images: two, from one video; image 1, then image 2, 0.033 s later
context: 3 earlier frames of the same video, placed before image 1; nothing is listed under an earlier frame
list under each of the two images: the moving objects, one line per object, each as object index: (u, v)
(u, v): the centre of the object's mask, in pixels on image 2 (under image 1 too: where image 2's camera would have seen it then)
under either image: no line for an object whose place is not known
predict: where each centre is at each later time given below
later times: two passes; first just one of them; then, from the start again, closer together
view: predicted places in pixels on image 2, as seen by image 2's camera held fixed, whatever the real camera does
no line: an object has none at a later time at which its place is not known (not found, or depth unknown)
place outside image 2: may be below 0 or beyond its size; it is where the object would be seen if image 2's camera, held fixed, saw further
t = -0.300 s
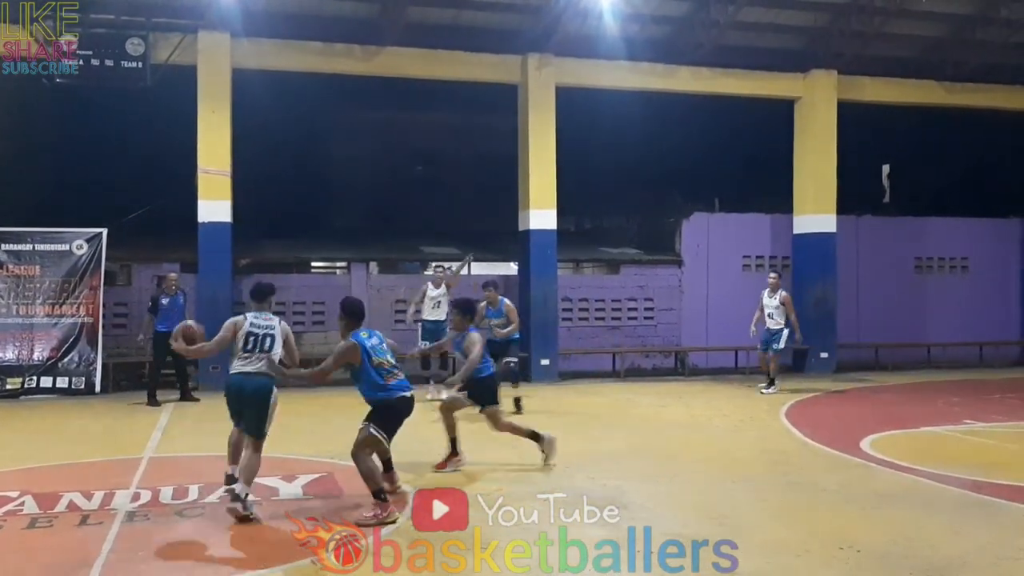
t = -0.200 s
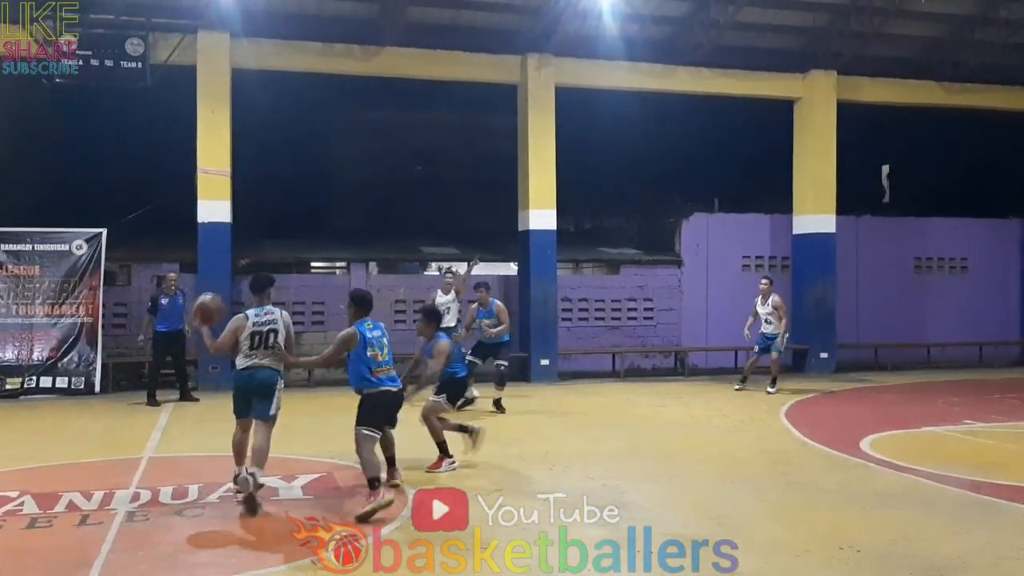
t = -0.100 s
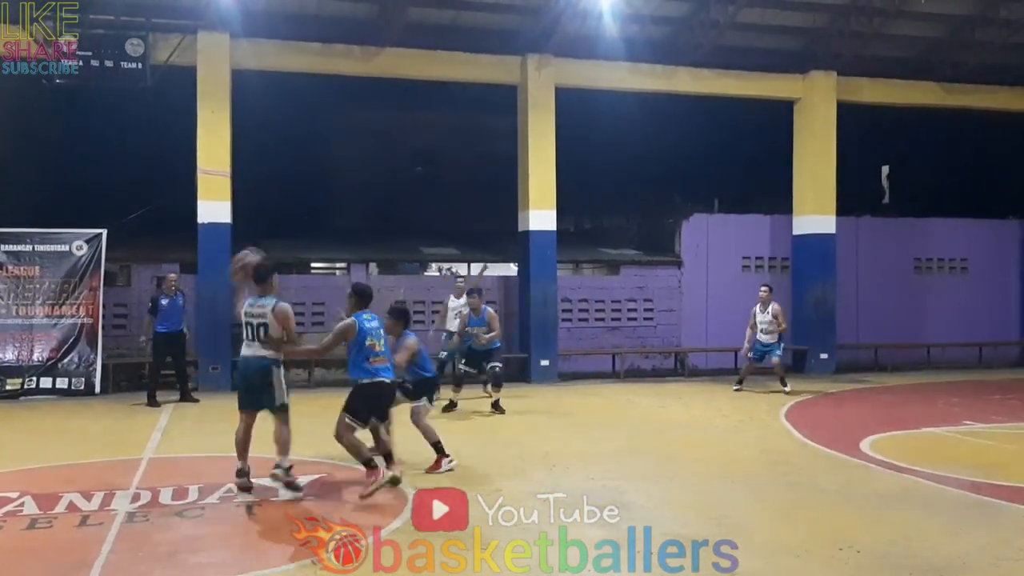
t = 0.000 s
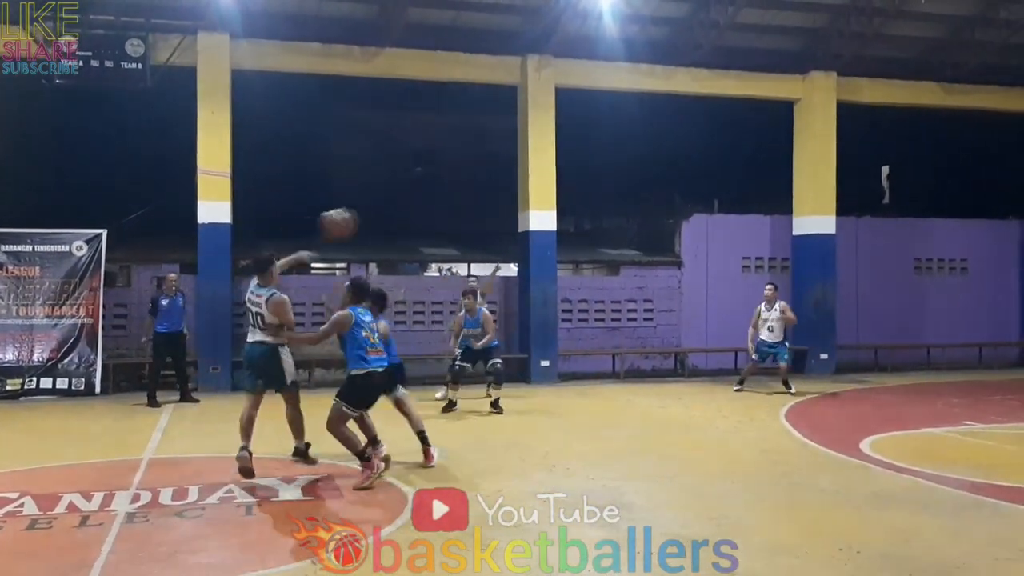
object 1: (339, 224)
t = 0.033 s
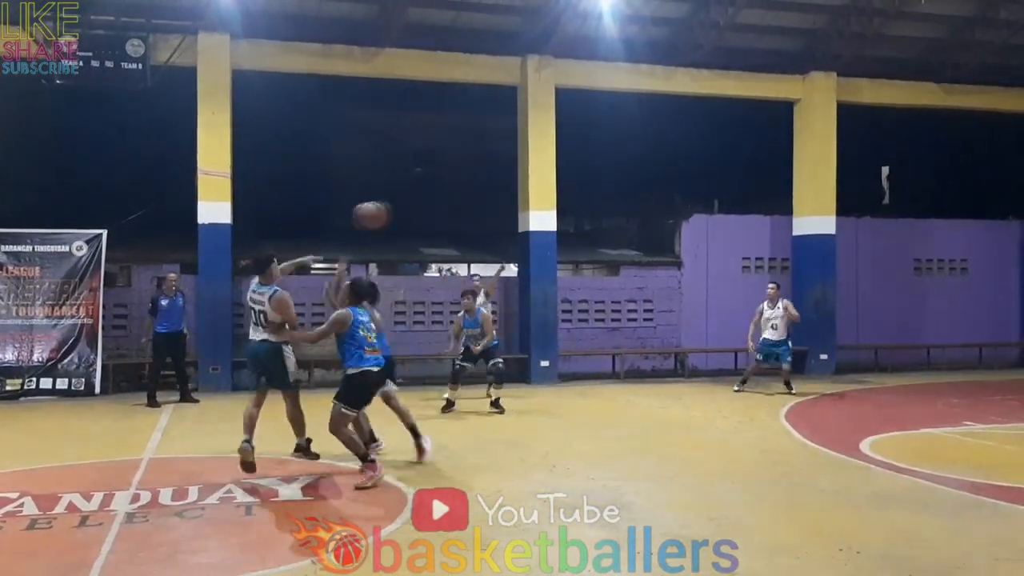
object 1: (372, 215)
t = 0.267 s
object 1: (568, 193)
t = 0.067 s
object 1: (404, 208)
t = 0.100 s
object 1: (435, 202)
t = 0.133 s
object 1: (463, 198)
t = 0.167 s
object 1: (492, 195)
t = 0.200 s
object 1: (515, 193)
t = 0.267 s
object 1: (568, 193)
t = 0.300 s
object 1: (589, 195)
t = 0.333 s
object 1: (611, 197)
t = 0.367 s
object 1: (631, 200)
